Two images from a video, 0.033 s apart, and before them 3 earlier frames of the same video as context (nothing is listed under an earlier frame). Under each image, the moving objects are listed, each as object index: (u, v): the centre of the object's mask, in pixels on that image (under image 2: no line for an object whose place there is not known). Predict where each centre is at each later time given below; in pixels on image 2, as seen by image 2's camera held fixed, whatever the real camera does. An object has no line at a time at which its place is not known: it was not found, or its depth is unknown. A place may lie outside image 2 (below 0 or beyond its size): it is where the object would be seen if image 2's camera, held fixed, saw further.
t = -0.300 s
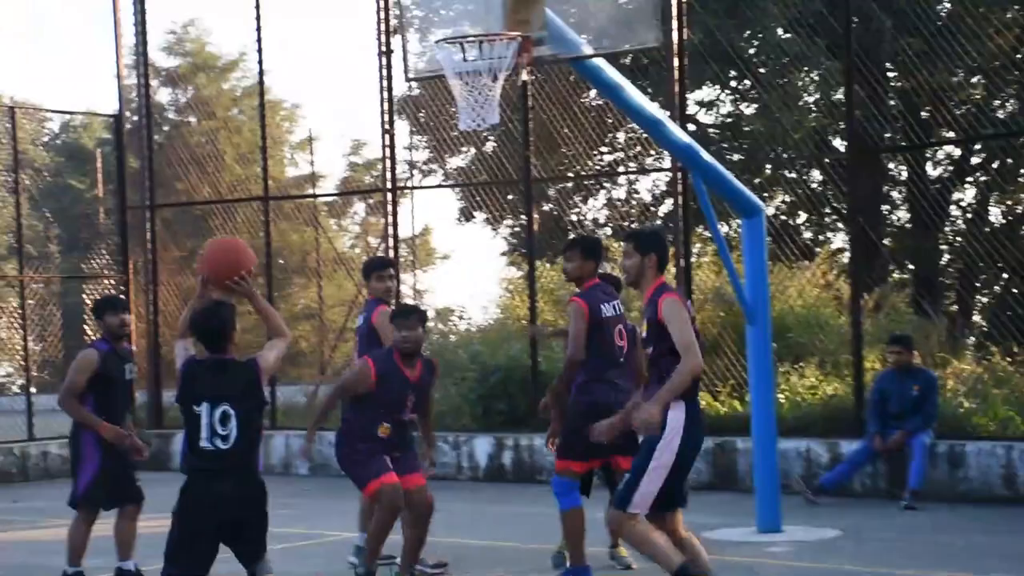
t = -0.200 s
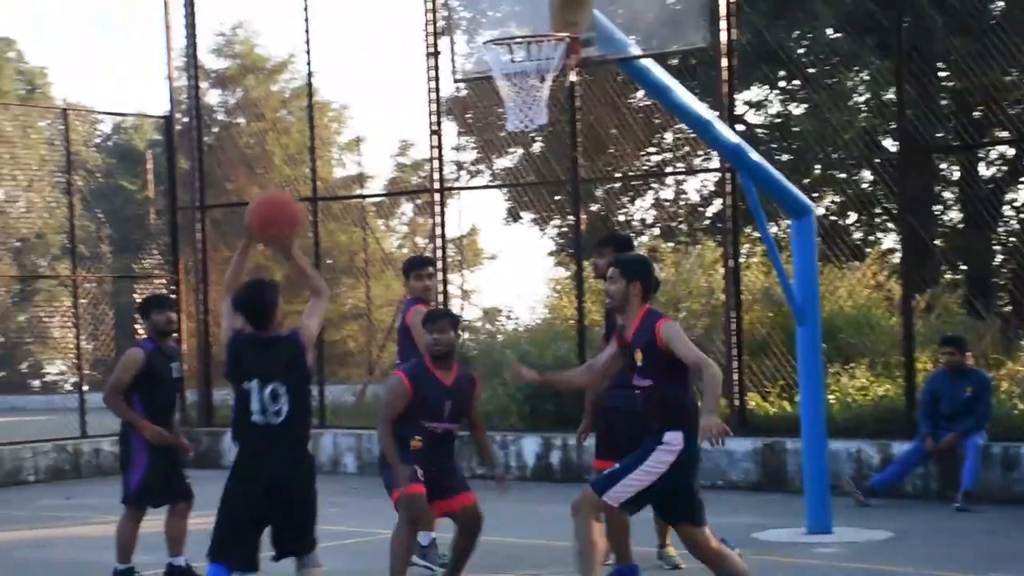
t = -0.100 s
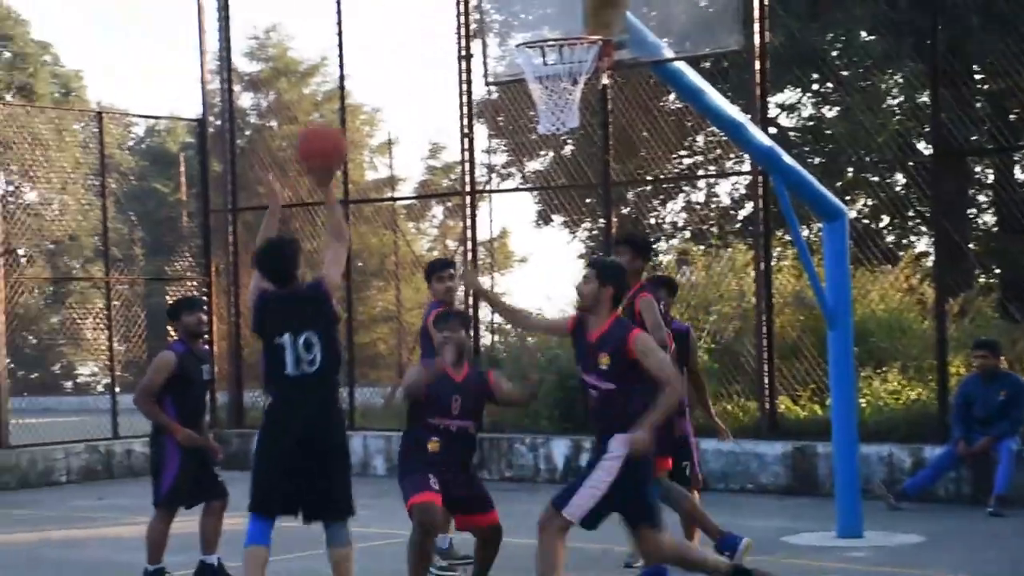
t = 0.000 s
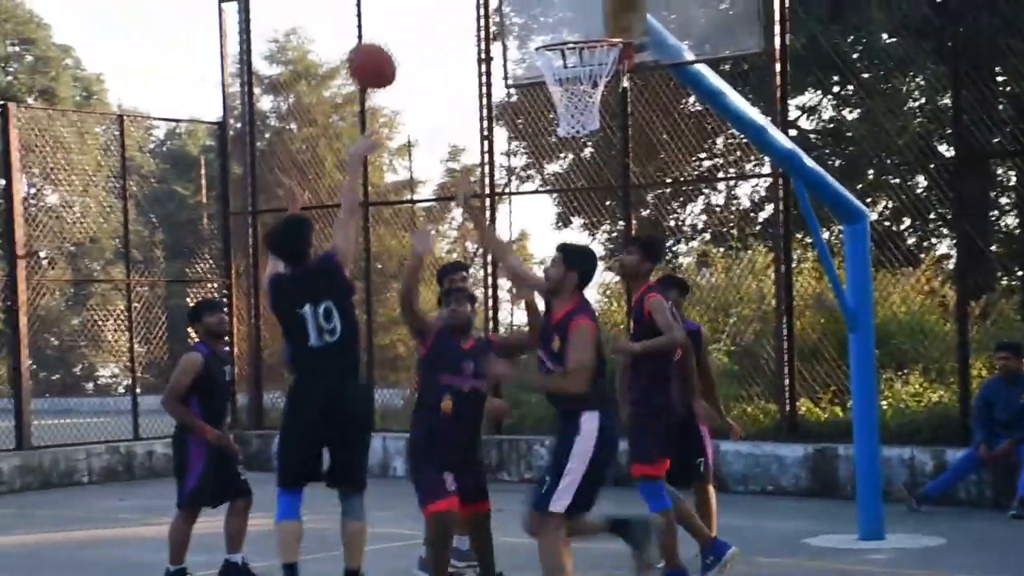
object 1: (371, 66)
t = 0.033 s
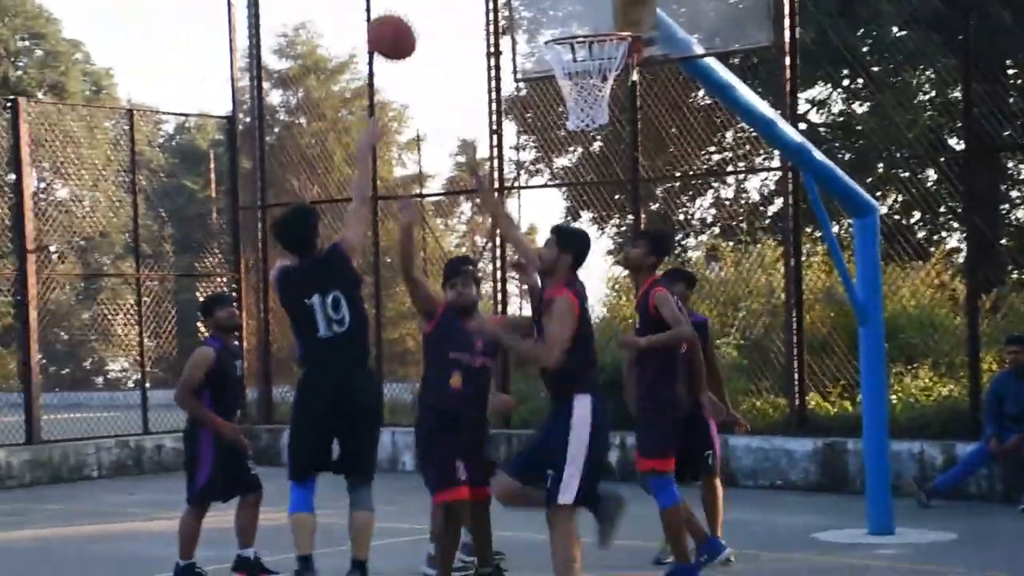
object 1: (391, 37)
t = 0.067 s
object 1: (404, 18)
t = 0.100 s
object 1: (417, 8)
